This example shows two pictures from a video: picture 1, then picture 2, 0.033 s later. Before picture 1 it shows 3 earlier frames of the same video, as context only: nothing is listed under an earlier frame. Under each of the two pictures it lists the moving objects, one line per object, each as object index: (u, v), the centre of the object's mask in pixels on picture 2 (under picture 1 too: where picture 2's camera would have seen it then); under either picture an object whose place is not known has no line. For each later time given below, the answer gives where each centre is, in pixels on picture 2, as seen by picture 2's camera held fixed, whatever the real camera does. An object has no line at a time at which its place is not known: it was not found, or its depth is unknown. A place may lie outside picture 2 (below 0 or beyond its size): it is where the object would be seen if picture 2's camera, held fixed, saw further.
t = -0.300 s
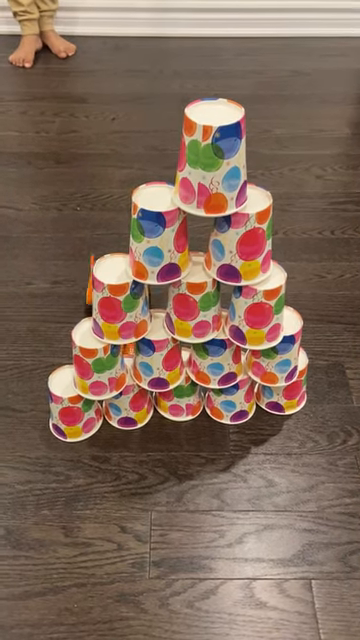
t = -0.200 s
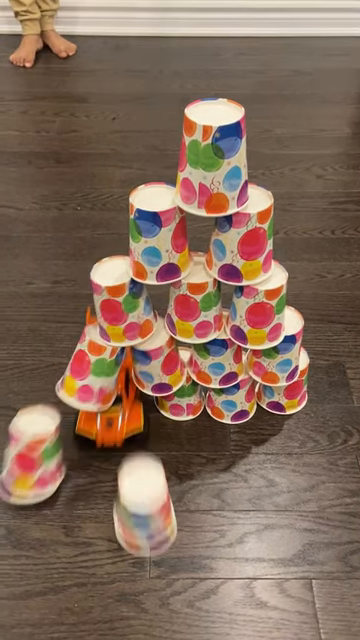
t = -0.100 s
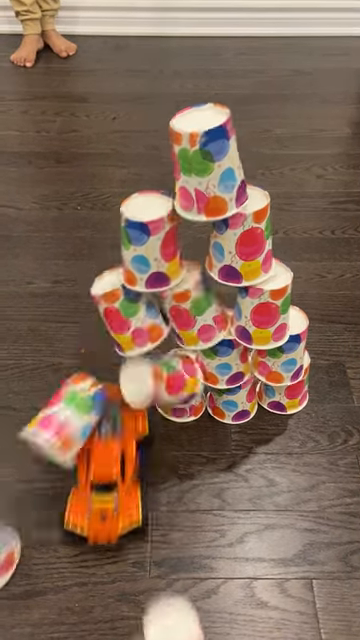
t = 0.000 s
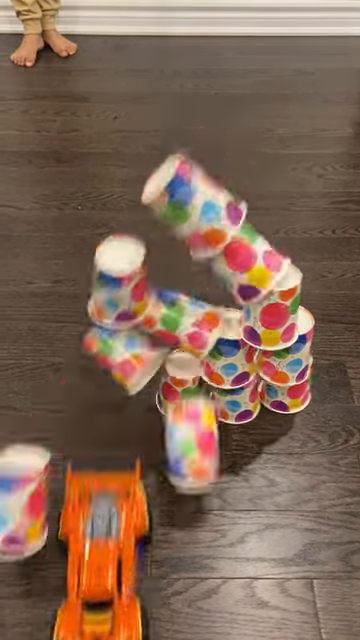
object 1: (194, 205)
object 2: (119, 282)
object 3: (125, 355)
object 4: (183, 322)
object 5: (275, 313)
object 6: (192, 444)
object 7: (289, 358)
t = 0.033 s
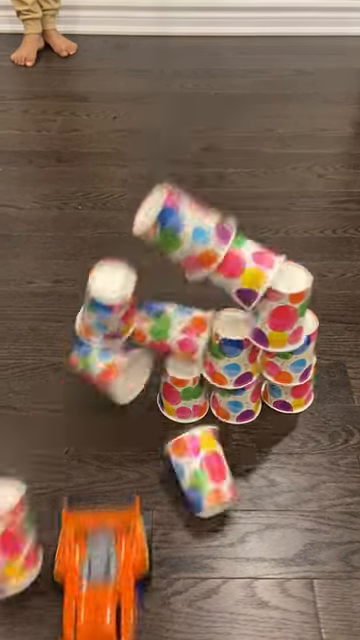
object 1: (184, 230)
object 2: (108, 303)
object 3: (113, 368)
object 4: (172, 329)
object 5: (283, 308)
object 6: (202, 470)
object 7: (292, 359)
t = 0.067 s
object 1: (173, 254)
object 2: (98, 326)
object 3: (103, 385)
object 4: (166, 341)
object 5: (288, 308)
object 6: (209, 474)
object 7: (294, 363)
